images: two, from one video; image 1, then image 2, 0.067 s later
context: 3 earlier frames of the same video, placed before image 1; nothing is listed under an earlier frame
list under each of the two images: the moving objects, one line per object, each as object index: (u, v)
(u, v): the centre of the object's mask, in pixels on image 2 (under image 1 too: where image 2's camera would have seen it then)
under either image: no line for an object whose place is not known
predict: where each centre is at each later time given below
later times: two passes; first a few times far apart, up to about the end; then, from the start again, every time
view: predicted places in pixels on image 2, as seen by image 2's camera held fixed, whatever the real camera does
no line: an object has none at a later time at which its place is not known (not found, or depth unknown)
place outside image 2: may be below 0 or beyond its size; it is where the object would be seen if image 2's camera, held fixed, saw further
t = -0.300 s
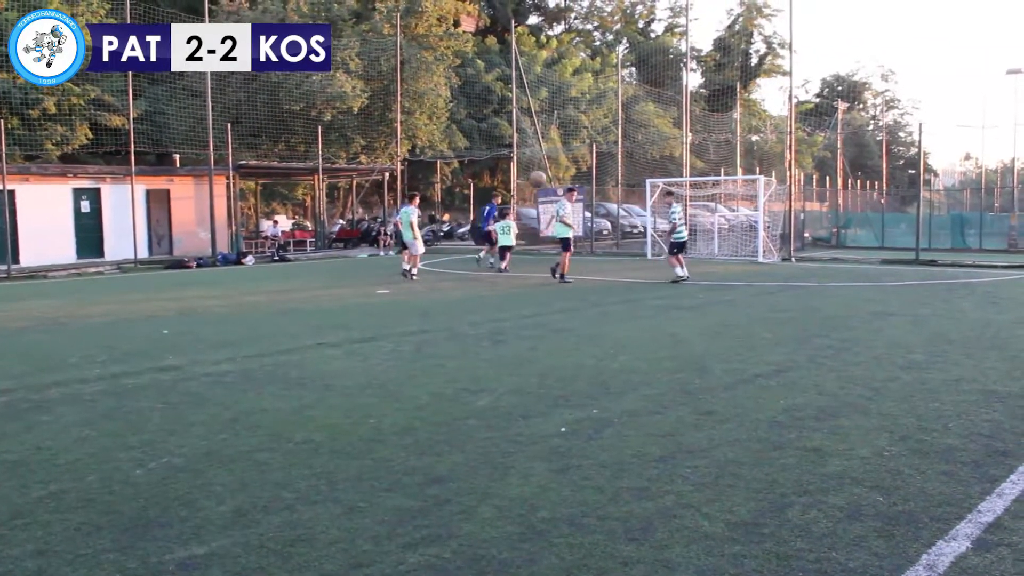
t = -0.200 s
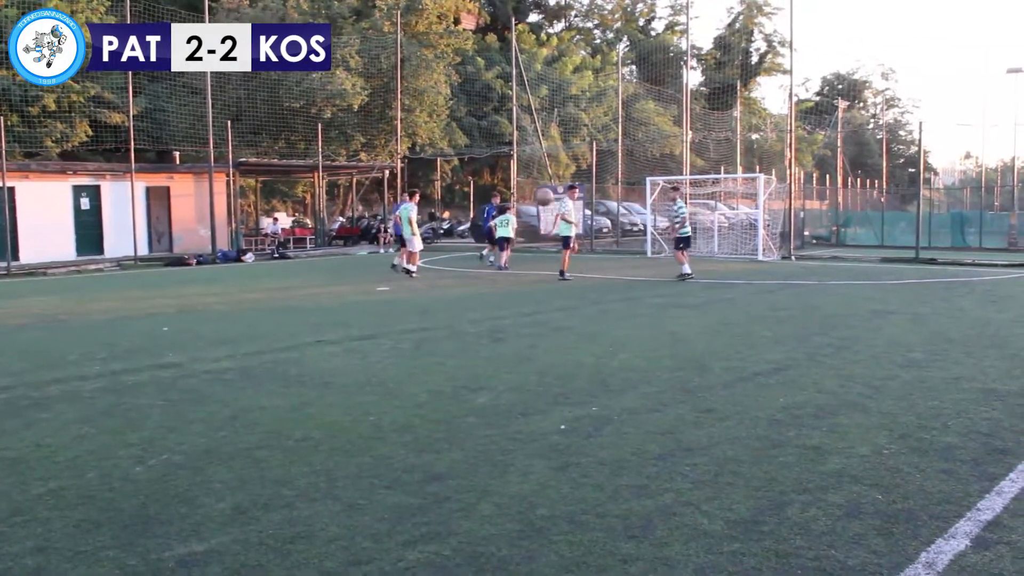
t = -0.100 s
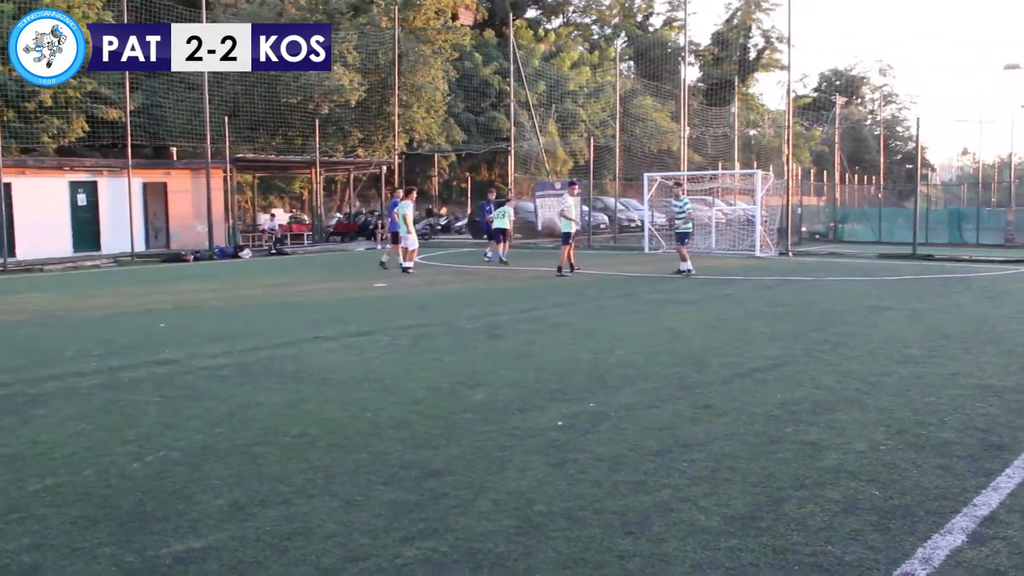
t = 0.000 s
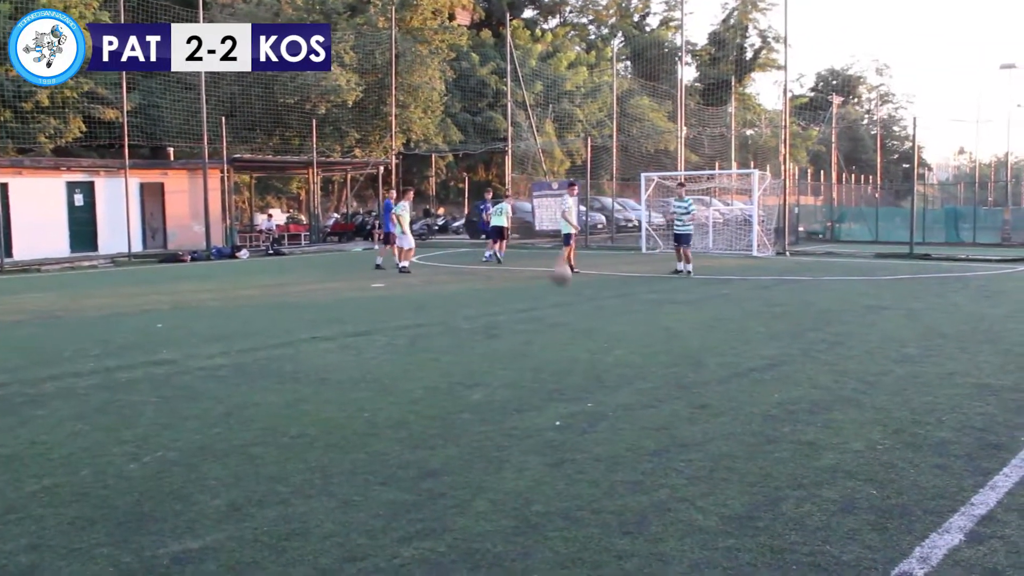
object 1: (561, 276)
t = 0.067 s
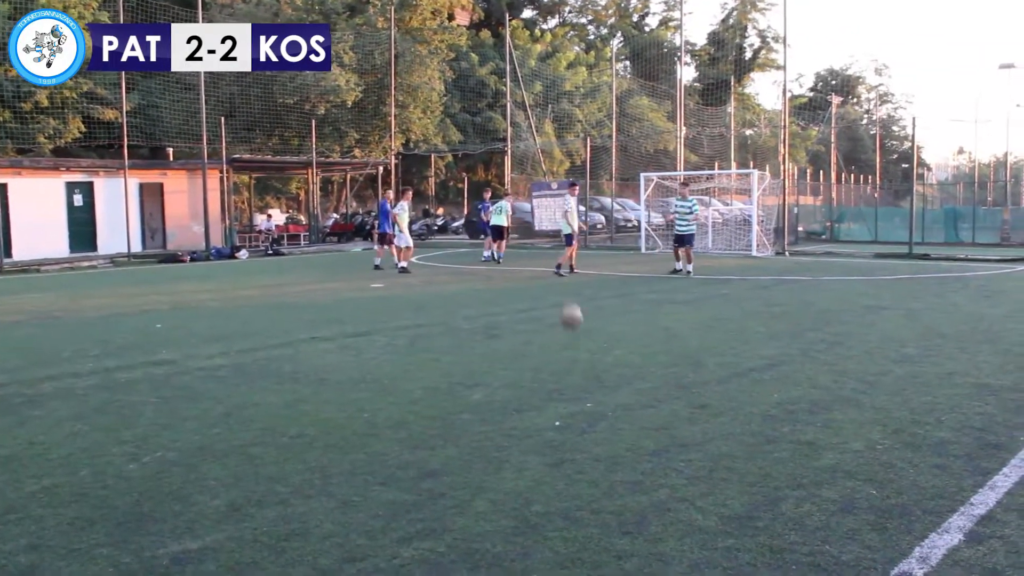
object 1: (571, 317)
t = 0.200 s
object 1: (604, 298)
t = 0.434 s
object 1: (679, 235)
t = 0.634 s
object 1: (757, 228)
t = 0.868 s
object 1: (870, 296)
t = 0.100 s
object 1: (577, 338)
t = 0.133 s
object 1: (586, 325)
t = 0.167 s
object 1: (595, 311)
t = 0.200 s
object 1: (604, 298)
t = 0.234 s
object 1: (614, 287)
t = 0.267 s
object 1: (624, 275)
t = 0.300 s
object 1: (634, 265)
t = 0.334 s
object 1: (645, 257)
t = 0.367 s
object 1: (655, 249)
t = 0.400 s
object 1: (668, 241)
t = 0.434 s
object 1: (679, 235)
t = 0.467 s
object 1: (691, 230)
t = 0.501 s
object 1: (703, 226)
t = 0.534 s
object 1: (716, 226)
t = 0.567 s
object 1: (729, 224)
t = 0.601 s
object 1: (741, 224)
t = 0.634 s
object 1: (757, 228)
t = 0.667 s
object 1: (771, 231)
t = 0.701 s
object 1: (786, 238)
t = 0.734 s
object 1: (801, 245)
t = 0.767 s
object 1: (817, 254)
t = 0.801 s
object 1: (833, 265)
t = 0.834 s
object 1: (852, 279)
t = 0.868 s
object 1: (870, 296)
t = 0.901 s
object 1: (889, 313)
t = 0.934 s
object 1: (908, 334)
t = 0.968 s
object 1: (928, 356)
